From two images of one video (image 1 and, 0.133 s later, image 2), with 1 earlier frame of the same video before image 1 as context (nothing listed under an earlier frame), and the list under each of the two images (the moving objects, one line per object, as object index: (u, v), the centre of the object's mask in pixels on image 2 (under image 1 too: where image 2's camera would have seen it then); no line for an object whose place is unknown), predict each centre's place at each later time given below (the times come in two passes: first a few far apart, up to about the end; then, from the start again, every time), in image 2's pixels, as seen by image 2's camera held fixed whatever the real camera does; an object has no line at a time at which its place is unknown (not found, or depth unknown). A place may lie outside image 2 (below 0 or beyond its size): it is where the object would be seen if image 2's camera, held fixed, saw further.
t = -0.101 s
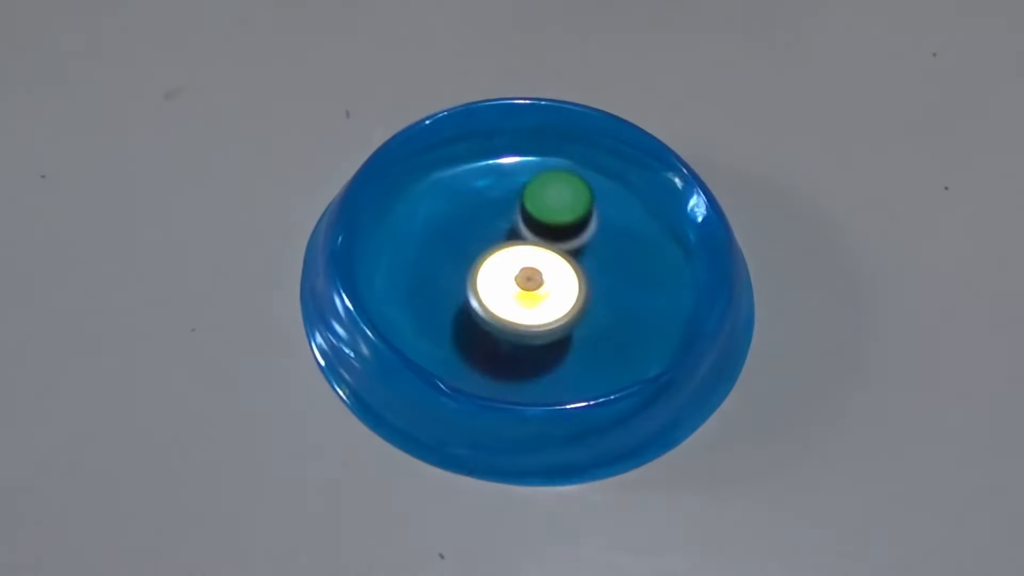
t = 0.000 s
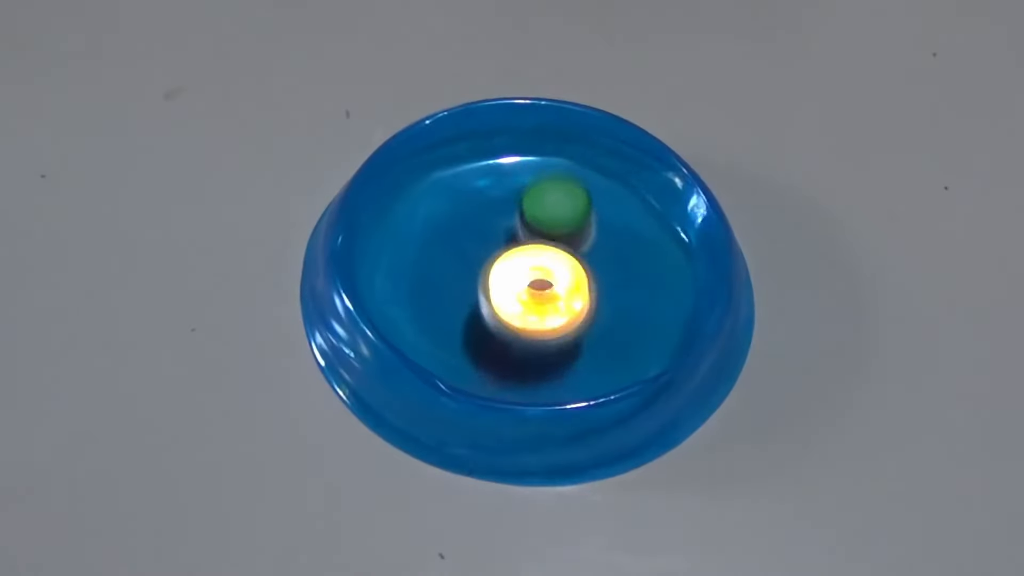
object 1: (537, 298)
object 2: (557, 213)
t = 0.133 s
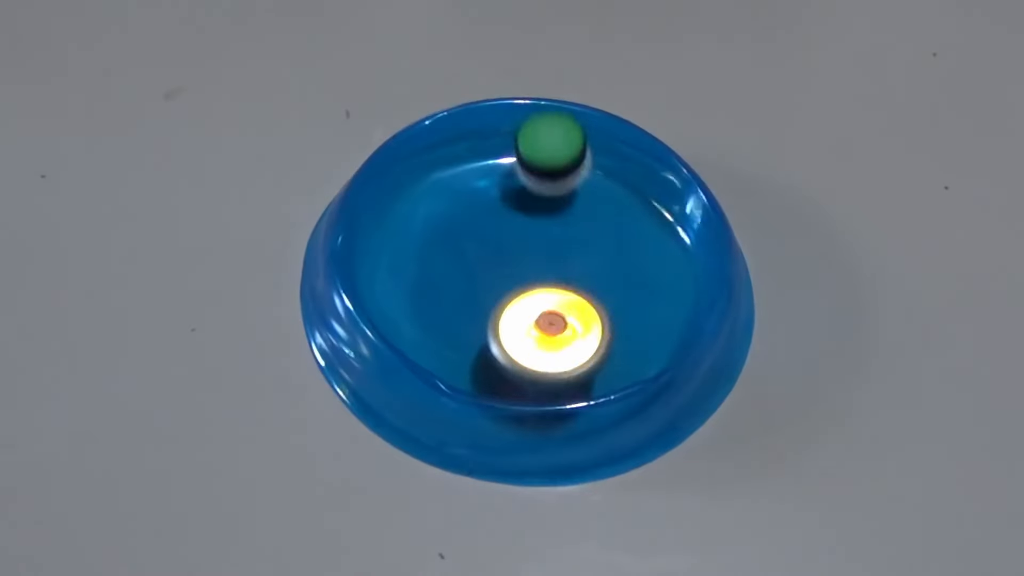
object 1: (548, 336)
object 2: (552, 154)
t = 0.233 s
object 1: (556, 308)
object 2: (559, 191)
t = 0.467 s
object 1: (551, 323)
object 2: (546, 171)
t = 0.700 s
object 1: (555, 312)
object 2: (542, 179)
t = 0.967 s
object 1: (593, 331)
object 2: (438, 167)
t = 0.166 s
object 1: (551, 326)
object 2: (554, 167)
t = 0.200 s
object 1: (554, 316)
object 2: (556, 179)
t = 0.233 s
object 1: (556, 308)
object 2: (559, 191)
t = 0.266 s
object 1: (558, 301)
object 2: (561, 201)
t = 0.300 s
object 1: (559, 296)
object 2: (563, 207)
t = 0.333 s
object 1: (558, 295)
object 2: (562, 210)
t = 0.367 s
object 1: (557, 305)
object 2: (559, 204)
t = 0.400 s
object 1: (554, 315)
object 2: (555, 192)
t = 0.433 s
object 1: (552, 321)
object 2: (550, 181)
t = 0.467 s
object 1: (551, 323)
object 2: (546, 171)
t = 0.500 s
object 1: (550, 328)
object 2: (542, 161)
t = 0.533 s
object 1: (550, 328)
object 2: (540, 155)
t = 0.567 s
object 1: (551, 325)
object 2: (539, 154)
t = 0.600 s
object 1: (552, 323)
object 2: (540, 158)
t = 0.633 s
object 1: (552, 320)
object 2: (541, 164)
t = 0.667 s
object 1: (554, 316)
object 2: (542, 172)
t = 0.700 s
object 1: (555, 312)
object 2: (542, 179)
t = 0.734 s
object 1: (555, 308)
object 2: (542, 186)
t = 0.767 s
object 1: (555, 306)
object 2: (539, 193)
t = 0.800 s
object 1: (554, 301)
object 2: (536, 202)
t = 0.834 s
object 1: (551, 298)
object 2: (533, 211)
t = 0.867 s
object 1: (549, 298)
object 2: (526, 216)
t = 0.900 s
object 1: (566, 311)
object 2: (492, 203)
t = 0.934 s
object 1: (583, 327)
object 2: (457, 180)
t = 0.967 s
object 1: (593, 331)
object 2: (438, 167)
